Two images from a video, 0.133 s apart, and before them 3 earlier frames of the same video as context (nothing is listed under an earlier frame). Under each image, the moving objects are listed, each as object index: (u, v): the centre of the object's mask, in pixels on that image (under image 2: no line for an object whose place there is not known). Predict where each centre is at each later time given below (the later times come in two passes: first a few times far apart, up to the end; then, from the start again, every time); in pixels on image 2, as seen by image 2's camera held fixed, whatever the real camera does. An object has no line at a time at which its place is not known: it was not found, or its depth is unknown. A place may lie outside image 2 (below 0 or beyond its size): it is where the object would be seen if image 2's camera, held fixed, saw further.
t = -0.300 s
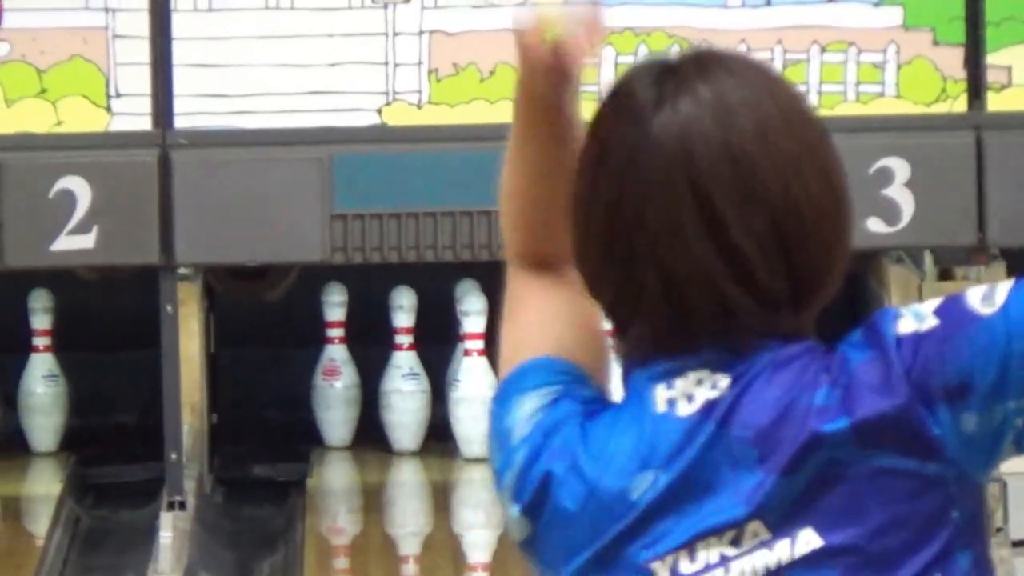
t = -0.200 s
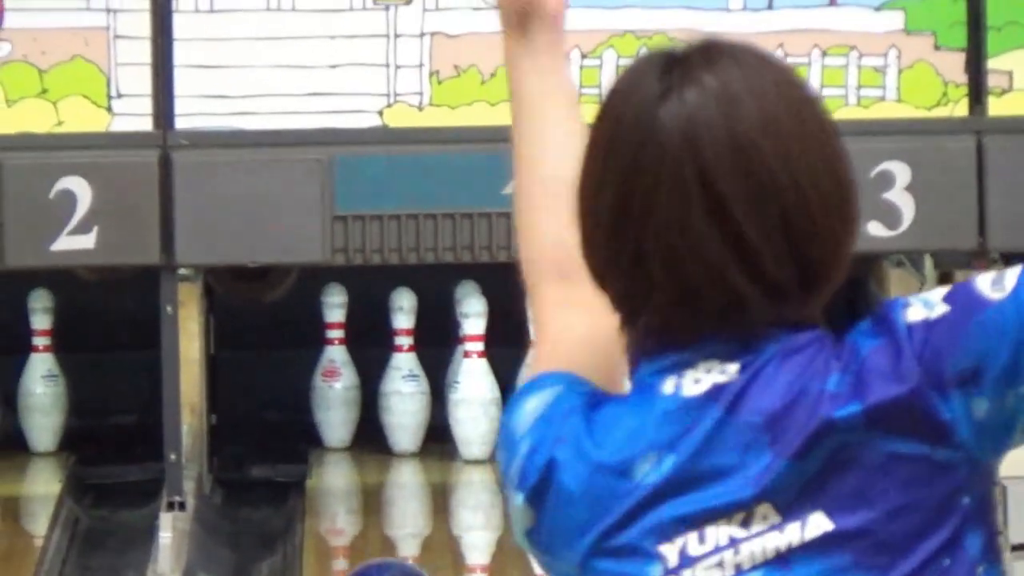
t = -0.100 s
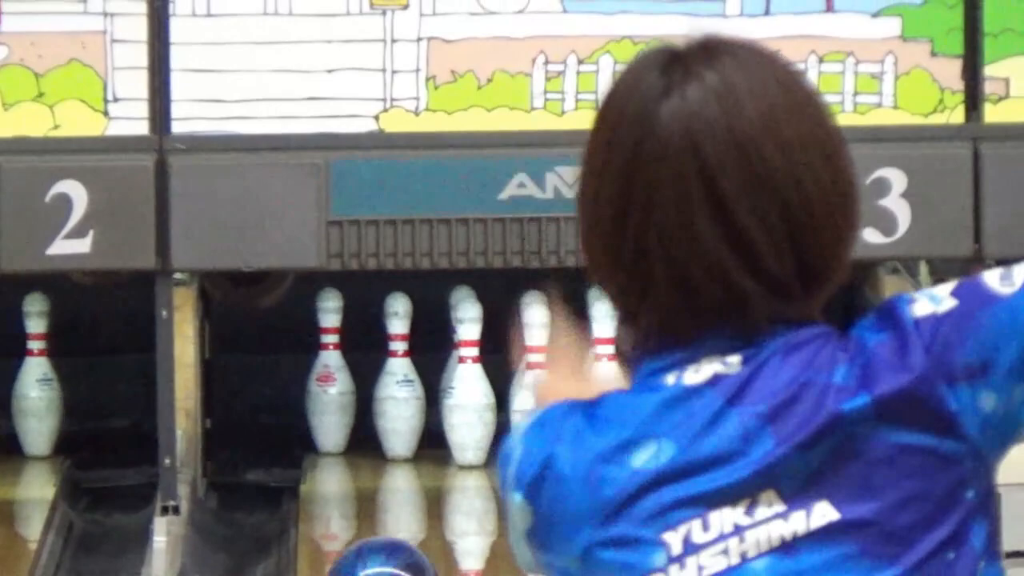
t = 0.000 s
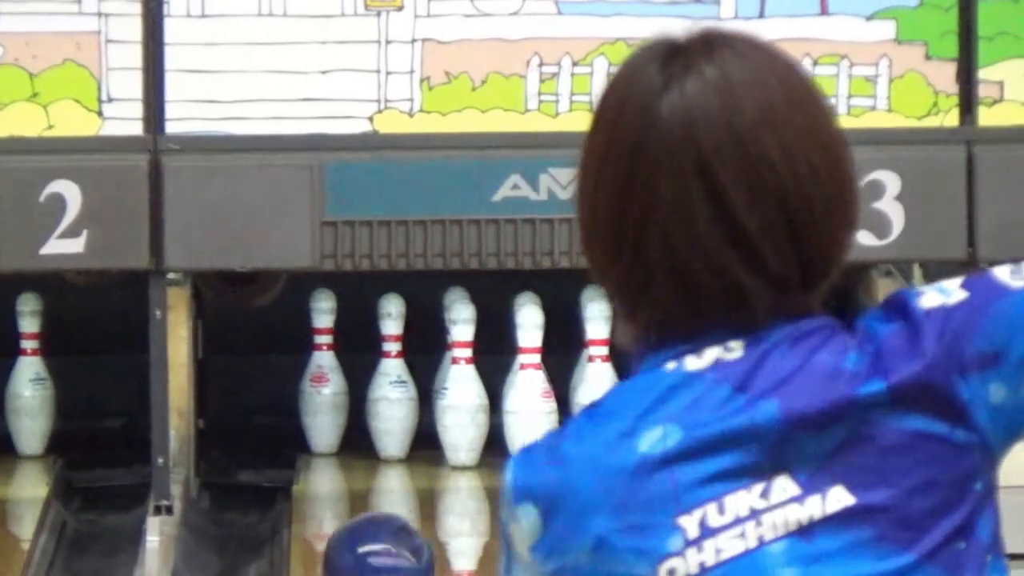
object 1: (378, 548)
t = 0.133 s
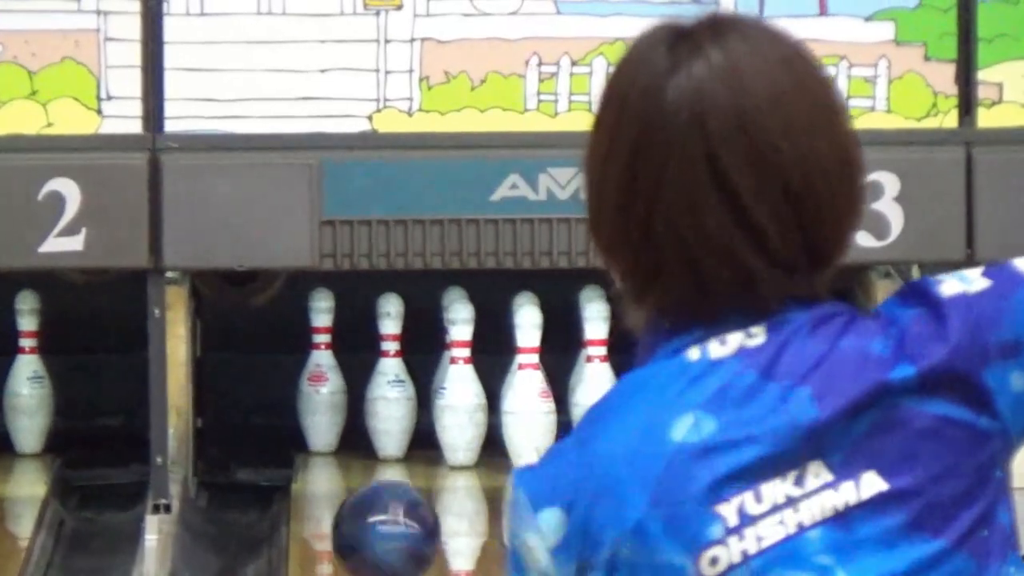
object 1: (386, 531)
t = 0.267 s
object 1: (403, 504)
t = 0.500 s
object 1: (449, 462)
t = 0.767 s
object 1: (497, 424)
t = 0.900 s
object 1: (496, 412)
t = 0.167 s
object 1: (389, 525)
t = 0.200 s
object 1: (393, 520)
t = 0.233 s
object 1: (397, 512)
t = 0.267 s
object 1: (403, 504)
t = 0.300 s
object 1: (408, 498)
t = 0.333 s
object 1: (411, 495)
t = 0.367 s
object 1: (416, 489)
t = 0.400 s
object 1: (423, 482)
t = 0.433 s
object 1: (434, 474)
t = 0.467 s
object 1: (441, 468)
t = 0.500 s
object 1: (449, 462)
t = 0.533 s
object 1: (457, 456)
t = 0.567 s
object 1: (465, 450)
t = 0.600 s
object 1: (474, 445)
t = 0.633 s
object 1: (483, 440)
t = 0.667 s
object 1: (491, 435)
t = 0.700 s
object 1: (497, 430)
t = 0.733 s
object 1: (496, 427)
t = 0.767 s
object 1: (497, 424)
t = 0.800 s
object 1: (501, 421)
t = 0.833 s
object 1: (500, 418)
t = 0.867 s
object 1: (498, 415)
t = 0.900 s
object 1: (496, 412)
